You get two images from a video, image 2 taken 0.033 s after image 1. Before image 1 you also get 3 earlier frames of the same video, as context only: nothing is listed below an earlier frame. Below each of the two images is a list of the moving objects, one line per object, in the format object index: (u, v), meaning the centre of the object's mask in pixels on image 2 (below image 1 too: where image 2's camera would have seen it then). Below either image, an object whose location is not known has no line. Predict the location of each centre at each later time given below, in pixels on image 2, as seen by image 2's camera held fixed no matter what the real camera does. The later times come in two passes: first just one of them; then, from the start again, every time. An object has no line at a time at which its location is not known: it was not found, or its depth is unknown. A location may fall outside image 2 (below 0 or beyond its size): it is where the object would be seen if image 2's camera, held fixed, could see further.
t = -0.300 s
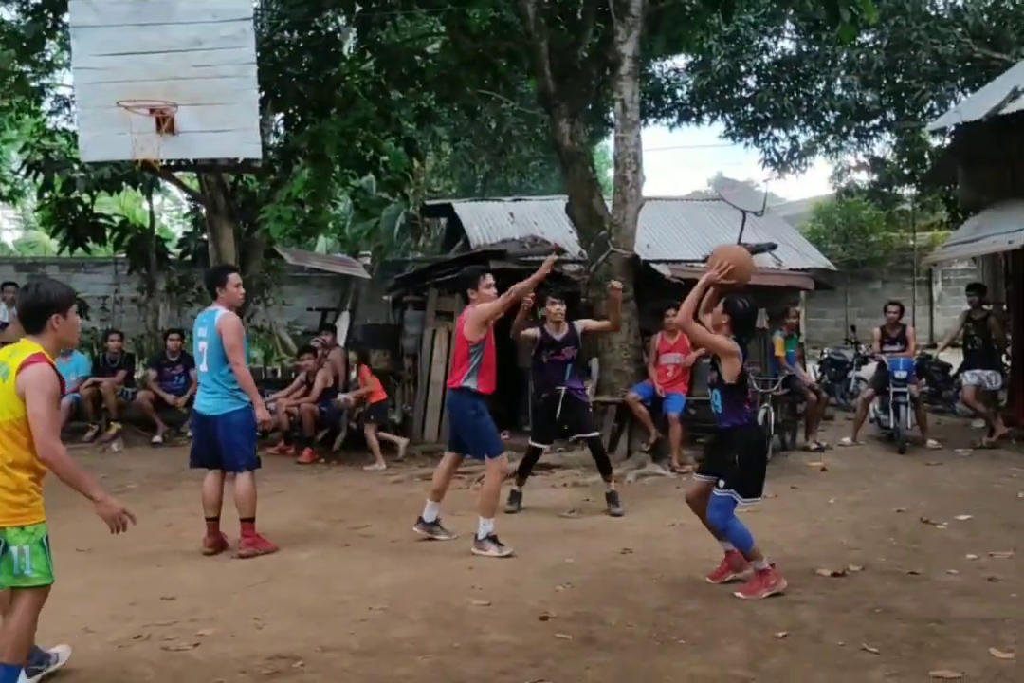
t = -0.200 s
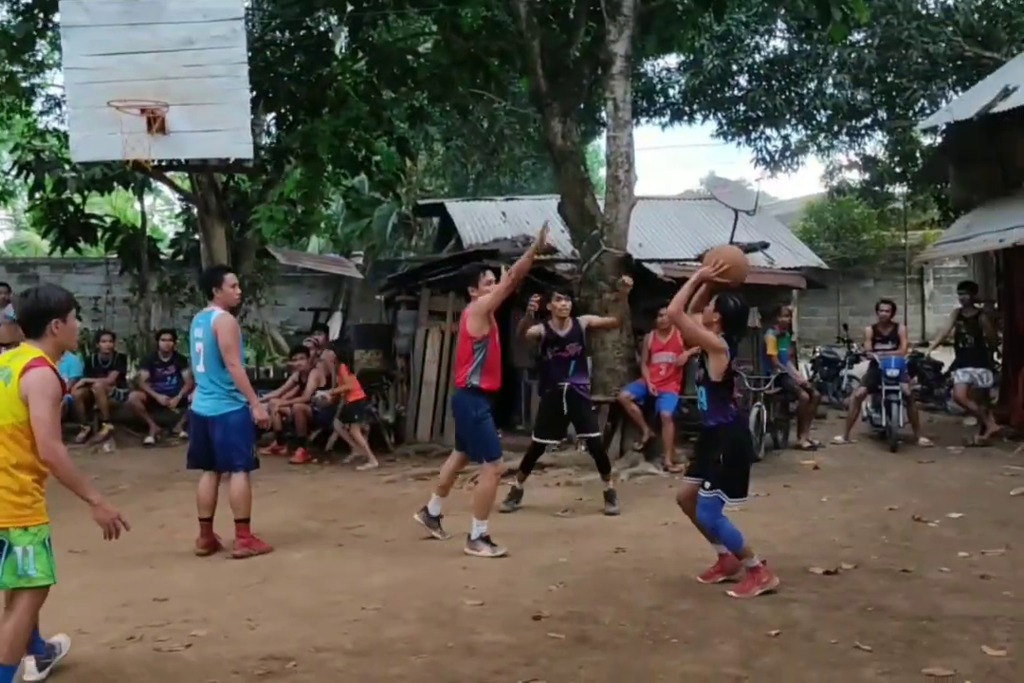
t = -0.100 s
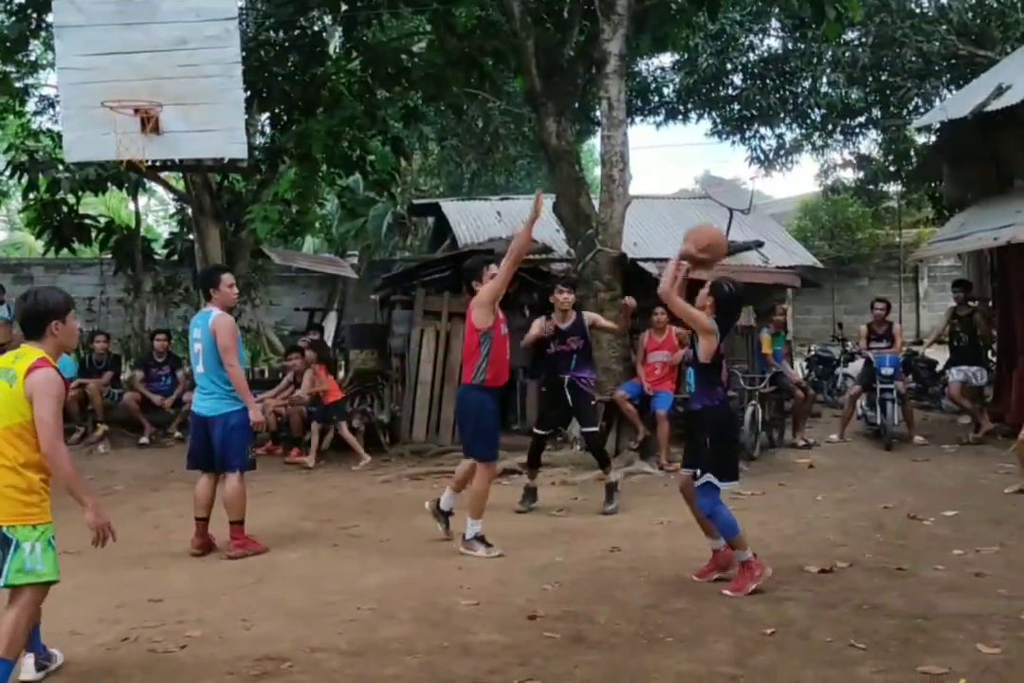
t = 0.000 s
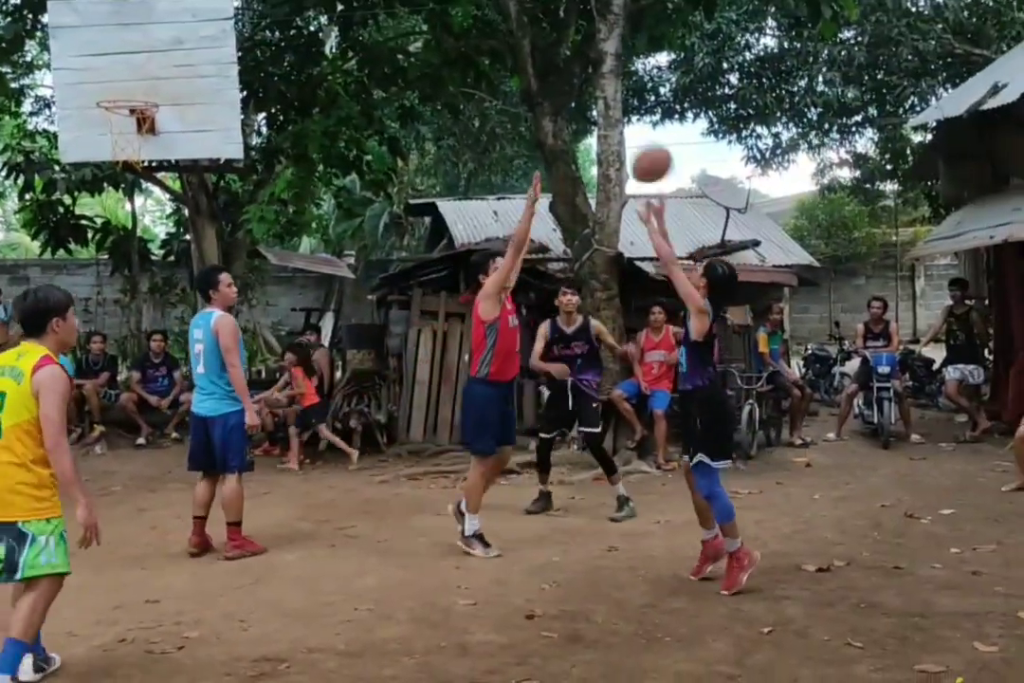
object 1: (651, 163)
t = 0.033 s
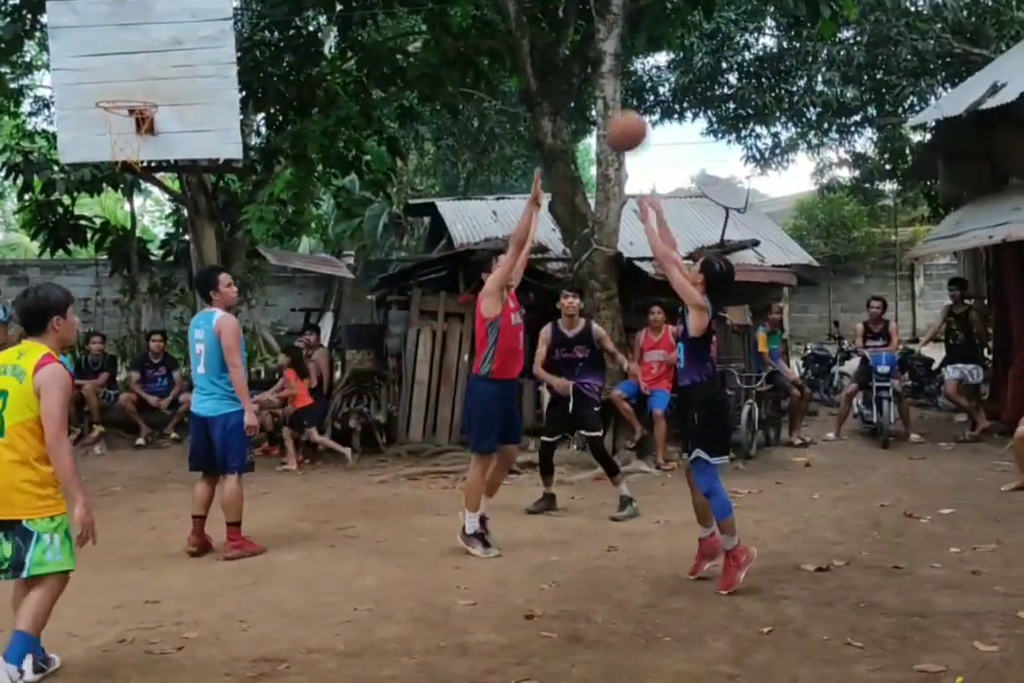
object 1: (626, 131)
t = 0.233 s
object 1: (497, 7)
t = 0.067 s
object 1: (603, 101)
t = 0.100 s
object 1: (581, 77)
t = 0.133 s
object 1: (559, 52)
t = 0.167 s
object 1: (537, 31)
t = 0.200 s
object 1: (517, 17)
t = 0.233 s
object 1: (497, 7)
